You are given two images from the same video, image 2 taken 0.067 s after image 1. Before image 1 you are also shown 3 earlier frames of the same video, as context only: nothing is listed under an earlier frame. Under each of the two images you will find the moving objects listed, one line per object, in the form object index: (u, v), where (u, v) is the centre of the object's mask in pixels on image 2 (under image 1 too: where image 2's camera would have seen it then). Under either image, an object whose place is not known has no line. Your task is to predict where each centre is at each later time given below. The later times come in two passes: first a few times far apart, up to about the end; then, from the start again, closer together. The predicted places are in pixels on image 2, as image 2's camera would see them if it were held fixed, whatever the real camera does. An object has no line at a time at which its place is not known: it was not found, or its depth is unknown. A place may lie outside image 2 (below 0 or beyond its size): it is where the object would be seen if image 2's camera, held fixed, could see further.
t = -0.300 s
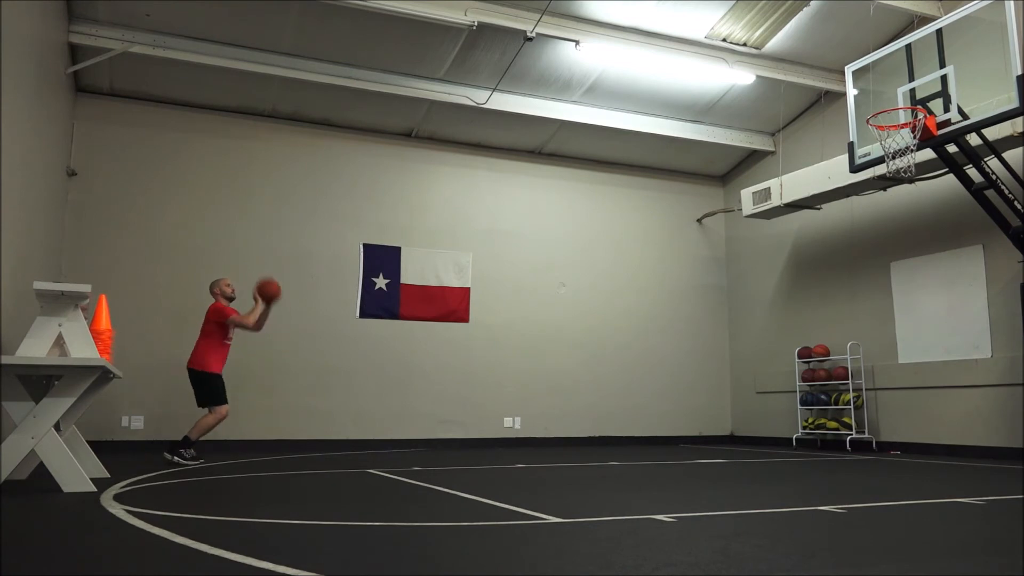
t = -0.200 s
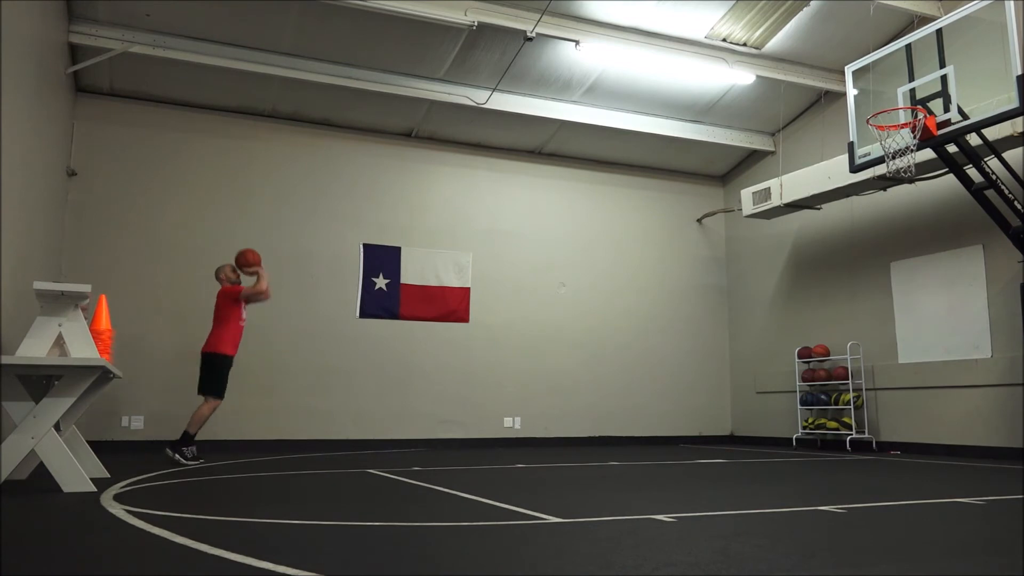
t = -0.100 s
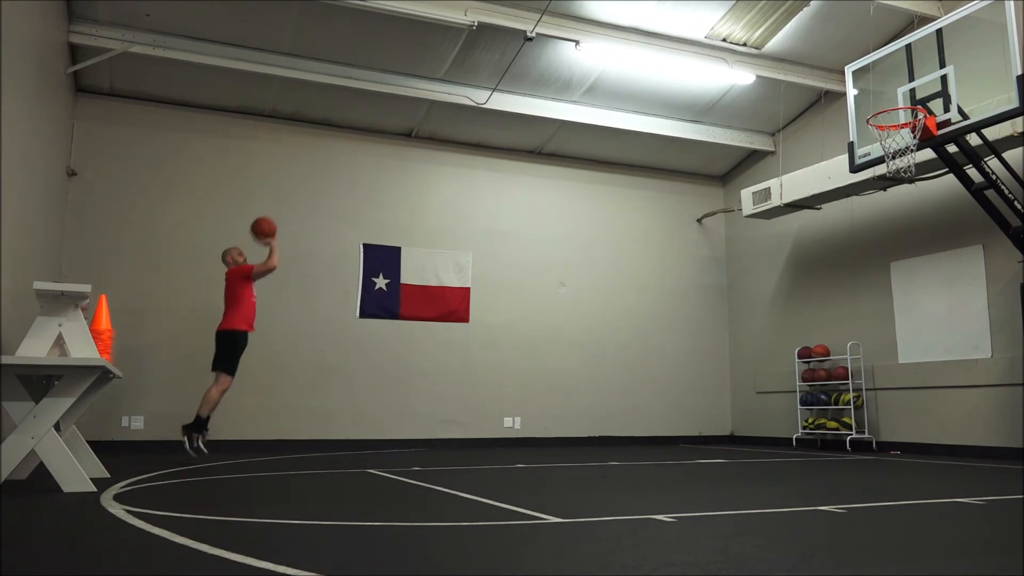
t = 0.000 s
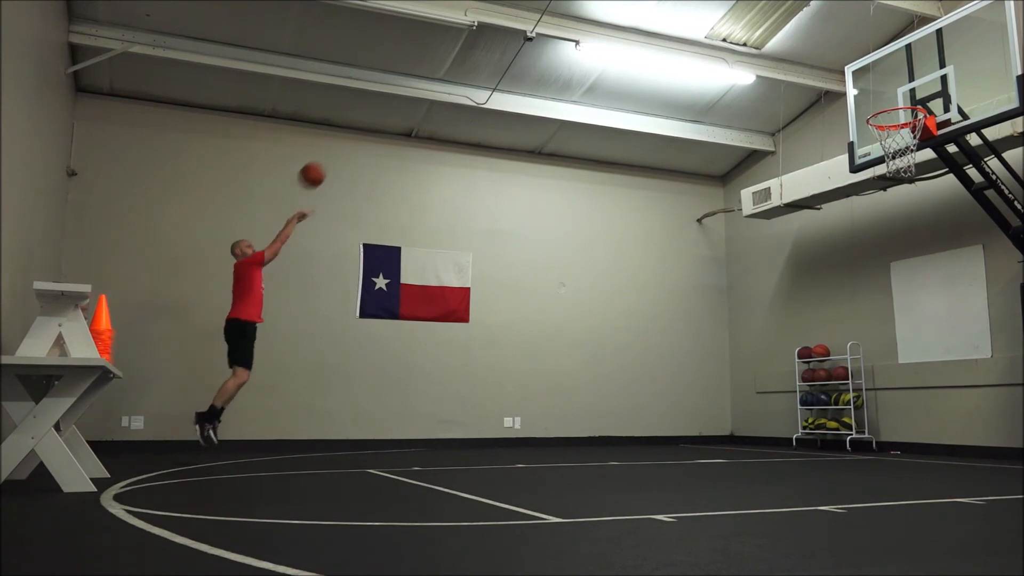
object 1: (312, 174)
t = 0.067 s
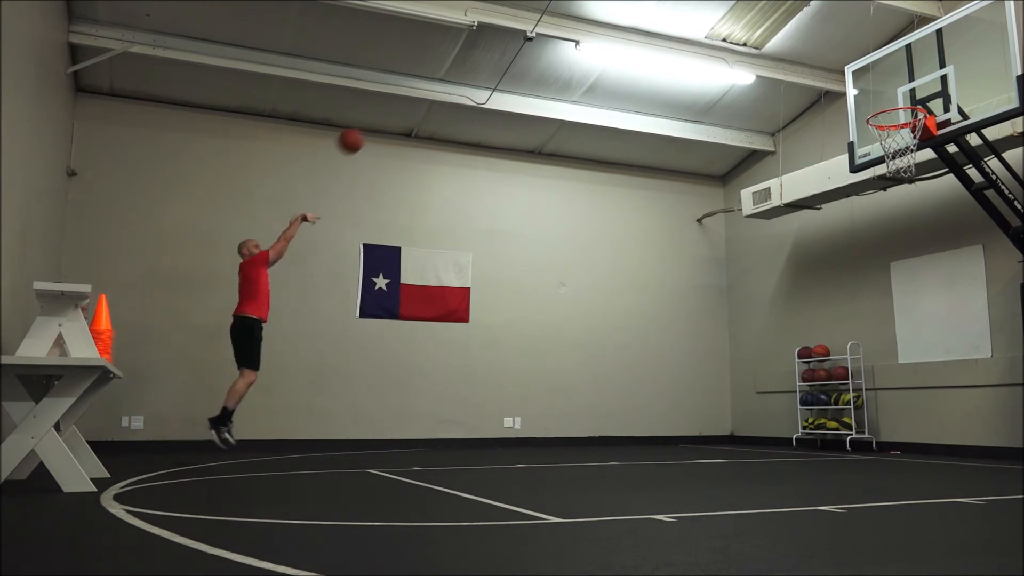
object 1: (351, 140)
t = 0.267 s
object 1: (465, 63)
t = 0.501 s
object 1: (598, 21)
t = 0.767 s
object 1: (757, 37)
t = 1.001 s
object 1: (907, 115)
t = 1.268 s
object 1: (893, 253)
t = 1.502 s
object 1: (882, 422)
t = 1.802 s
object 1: (815, 315)
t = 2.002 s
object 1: (774, 263)
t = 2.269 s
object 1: (725, 256)
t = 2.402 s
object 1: (702, 276)
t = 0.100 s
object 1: (370, 125)
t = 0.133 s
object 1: (389, 110)
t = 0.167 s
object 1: (407, 97)
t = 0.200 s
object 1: (428, 84)
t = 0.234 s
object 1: (447, 73)
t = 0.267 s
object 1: (465, 63)
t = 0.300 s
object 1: (483, 54)
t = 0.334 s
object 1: (504, 46)
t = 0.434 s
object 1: (560, 27)
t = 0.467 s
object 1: (579, 23)
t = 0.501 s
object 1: (598, 21)
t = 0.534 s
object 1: (618, 19)
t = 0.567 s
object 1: (637, 19)
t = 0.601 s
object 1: (657, 19)
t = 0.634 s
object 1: (676, 21)
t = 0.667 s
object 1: (696, 23)
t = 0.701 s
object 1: (716, 27)
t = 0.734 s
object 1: (737, 32)
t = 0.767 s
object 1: (757, 37)
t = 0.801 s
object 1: (778, 45)
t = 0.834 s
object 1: (798, 53)
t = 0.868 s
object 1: (818, 62)
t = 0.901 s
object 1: (839, 73)
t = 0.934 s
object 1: (862, 85)
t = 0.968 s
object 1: (883, 97)
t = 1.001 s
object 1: (907, 115)
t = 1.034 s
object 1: (913, 129)
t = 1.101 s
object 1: (906, 164)
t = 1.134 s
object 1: (904, 180)
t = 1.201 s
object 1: (899, 215)
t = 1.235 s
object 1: (896, 233)
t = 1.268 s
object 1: (893, 253)
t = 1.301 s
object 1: (892, 274)
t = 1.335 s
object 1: (889, 297)
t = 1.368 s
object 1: (888, 321)
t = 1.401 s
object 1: (886, 345)
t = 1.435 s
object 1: (884, 369)
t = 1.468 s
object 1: (883, 396)
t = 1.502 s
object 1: (882, 422)
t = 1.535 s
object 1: (880, 453)
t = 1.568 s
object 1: (873, 434)
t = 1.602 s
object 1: (864, 412)
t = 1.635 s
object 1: (856, 393)
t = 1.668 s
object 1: (846, 374)
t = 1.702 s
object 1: (839, 357)
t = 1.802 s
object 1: (815, 315)
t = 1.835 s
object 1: (808, 303)
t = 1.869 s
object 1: (801, 293)
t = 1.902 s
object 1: (794, 284)
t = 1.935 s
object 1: (787, 276)
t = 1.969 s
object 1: (780, 269)
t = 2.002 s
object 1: (774, 263)
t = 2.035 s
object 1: (767, 259)
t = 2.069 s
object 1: (760, 255)
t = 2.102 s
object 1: (754, 253)
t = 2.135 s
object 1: (748, 251)
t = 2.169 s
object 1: (742, 251)
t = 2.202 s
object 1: (736, 252)
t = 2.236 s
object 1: (730, 254)
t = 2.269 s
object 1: (725, 256)
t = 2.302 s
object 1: (719, 260)
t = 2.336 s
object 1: (713, 264)
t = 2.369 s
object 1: (708, 270)
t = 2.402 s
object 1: (702, 276)
